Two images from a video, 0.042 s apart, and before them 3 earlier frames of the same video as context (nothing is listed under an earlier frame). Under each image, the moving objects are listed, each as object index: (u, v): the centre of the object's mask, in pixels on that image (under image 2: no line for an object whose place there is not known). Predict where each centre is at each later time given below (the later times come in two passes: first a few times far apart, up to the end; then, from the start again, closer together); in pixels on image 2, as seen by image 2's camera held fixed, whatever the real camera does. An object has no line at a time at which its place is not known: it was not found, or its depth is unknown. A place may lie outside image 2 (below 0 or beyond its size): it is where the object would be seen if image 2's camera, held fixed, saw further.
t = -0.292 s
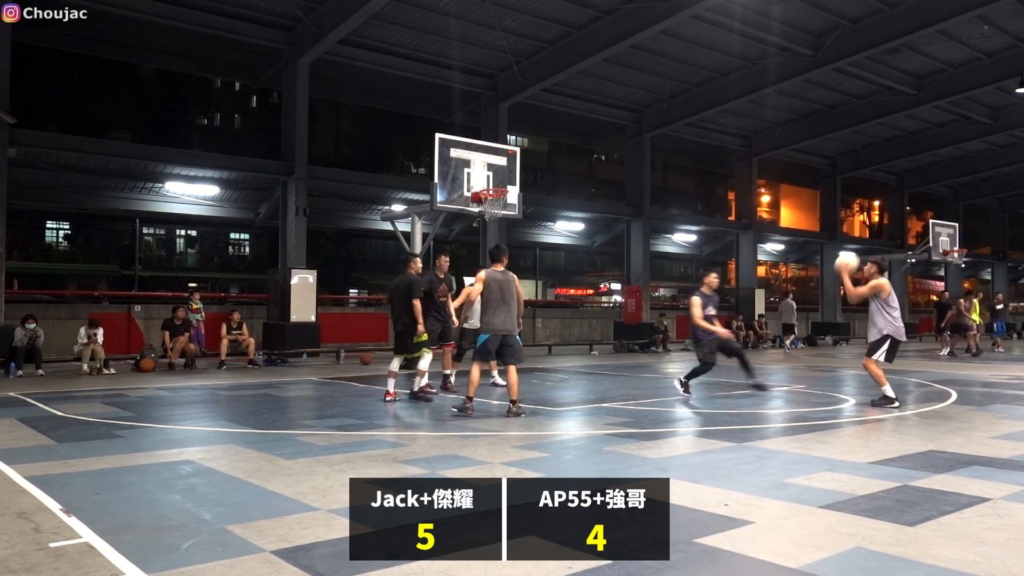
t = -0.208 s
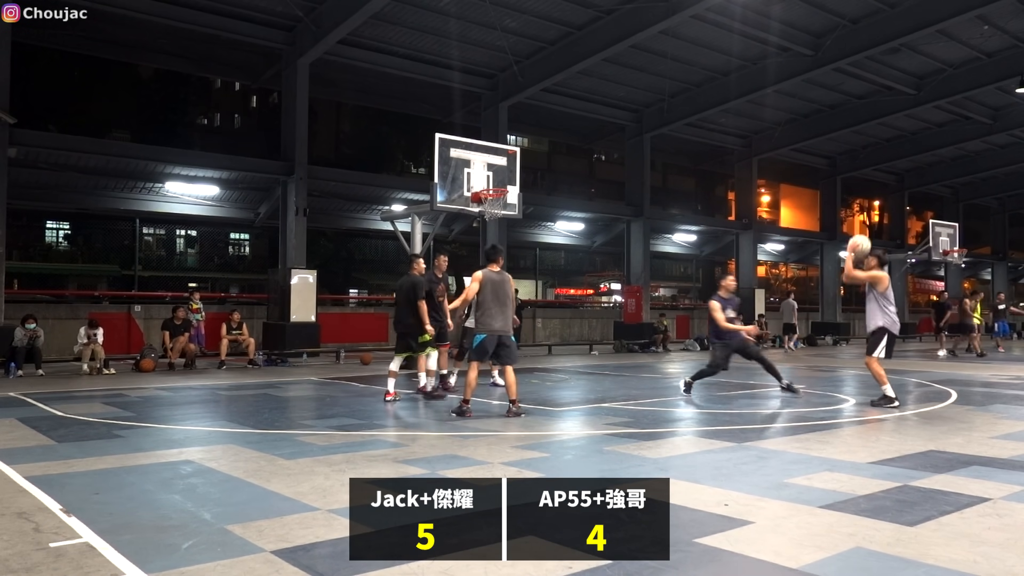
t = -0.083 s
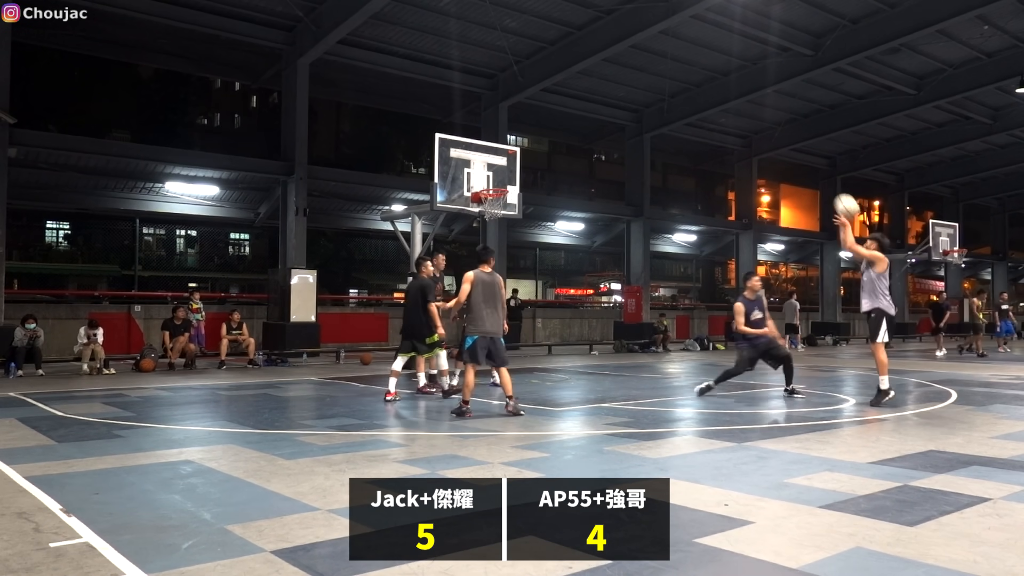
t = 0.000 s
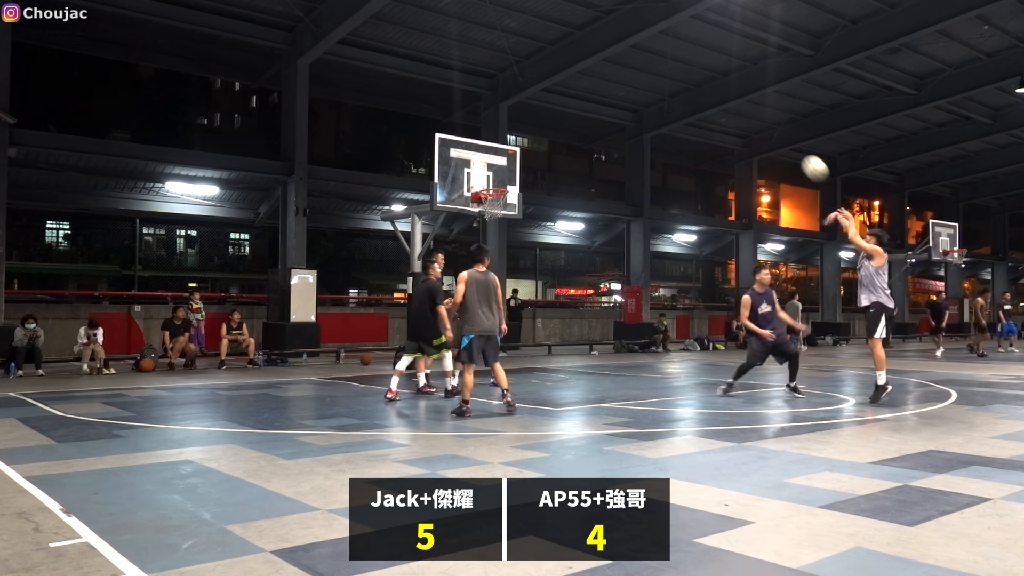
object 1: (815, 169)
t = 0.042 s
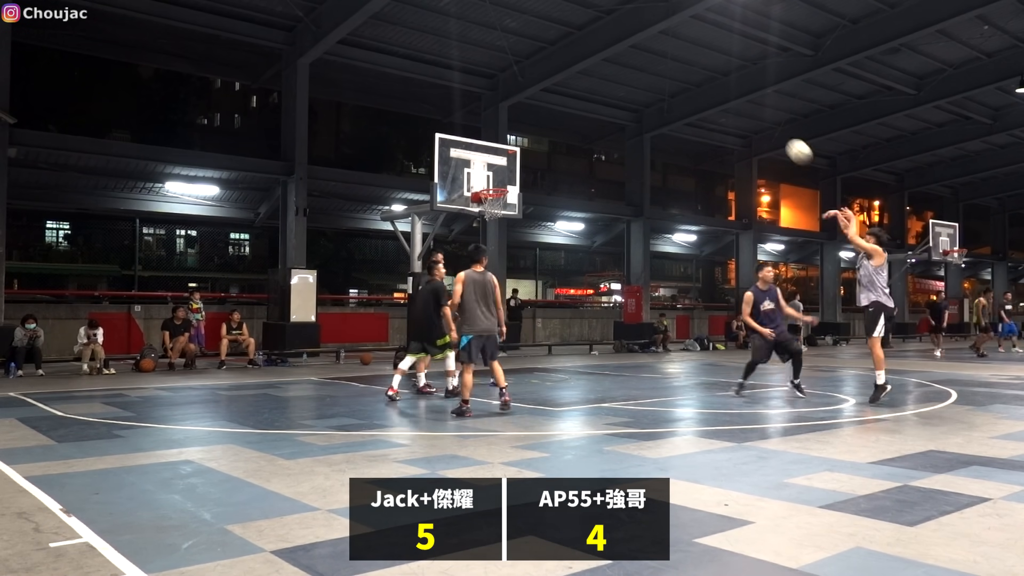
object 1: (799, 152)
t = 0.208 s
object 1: (740, 102)
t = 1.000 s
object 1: (534, 149)
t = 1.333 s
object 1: (521, 155)
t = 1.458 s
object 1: (526, 149)
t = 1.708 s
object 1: (537, 163)
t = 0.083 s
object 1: (783, 137)
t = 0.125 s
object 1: (769, 124)
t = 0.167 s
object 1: (754, 112)
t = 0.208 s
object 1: (740, 102)
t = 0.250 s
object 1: (726, 94)
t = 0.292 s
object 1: (713, 87)
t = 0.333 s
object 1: (700, 82)
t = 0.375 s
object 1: (688, 77)
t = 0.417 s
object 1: (676, 75)
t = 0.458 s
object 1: (664, 73)
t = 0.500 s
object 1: (652, 73)
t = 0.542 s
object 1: (641, 74)
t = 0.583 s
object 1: (630, 76)
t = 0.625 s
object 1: (619, 79)
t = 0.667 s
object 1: (609, 83)
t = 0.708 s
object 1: (599, 88)
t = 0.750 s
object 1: (589, 94)
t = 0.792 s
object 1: (579, 101)
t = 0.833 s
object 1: (570, 109)
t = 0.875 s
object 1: (560, 118)
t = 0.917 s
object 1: (552, 127)
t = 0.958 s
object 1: (543, 137)
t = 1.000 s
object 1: (534, 149)
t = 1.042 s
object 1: (526, 160)
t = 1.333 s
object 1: (521, 155)
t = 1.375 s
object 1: (523, 152)
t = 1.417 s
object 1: (525, 150)
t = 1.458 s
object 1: (526, 149)
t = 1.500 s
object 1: (528, 149)
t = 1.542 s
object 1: (530, 150)
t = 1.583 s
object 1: (532, 152)
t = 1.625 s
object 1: (534, 154)
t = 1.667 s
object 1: (536, 158)
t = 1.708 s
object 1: (537, 163)
